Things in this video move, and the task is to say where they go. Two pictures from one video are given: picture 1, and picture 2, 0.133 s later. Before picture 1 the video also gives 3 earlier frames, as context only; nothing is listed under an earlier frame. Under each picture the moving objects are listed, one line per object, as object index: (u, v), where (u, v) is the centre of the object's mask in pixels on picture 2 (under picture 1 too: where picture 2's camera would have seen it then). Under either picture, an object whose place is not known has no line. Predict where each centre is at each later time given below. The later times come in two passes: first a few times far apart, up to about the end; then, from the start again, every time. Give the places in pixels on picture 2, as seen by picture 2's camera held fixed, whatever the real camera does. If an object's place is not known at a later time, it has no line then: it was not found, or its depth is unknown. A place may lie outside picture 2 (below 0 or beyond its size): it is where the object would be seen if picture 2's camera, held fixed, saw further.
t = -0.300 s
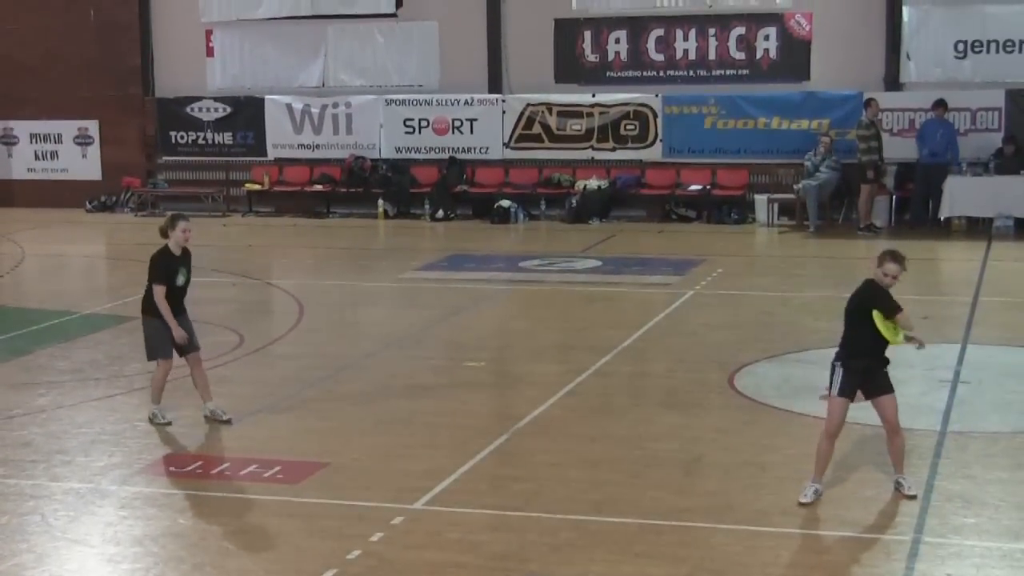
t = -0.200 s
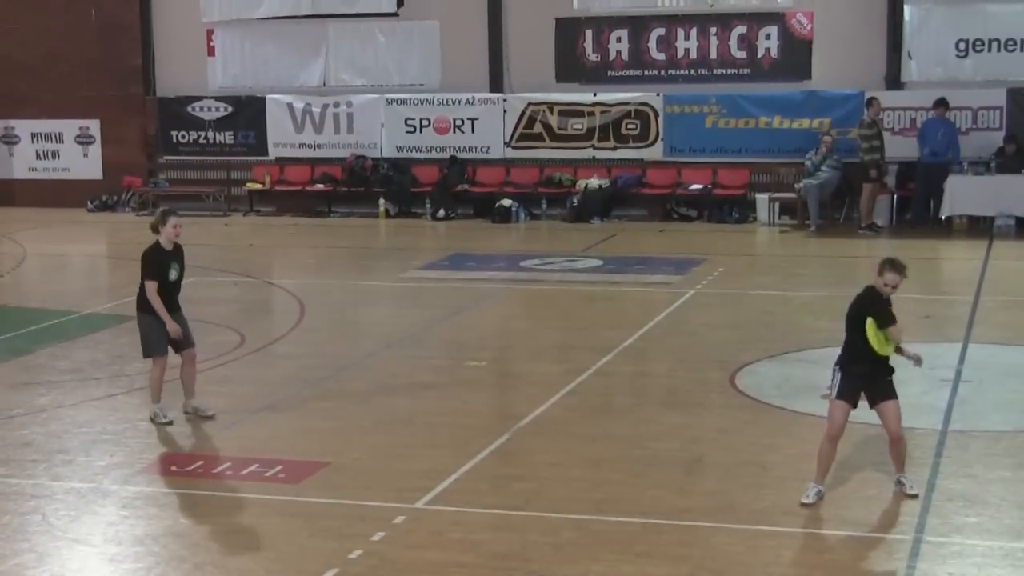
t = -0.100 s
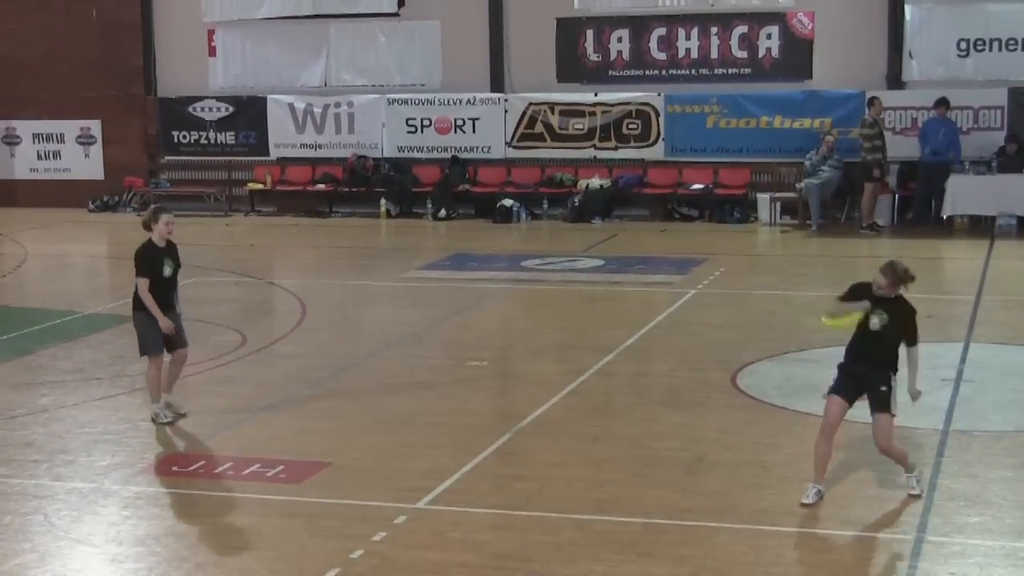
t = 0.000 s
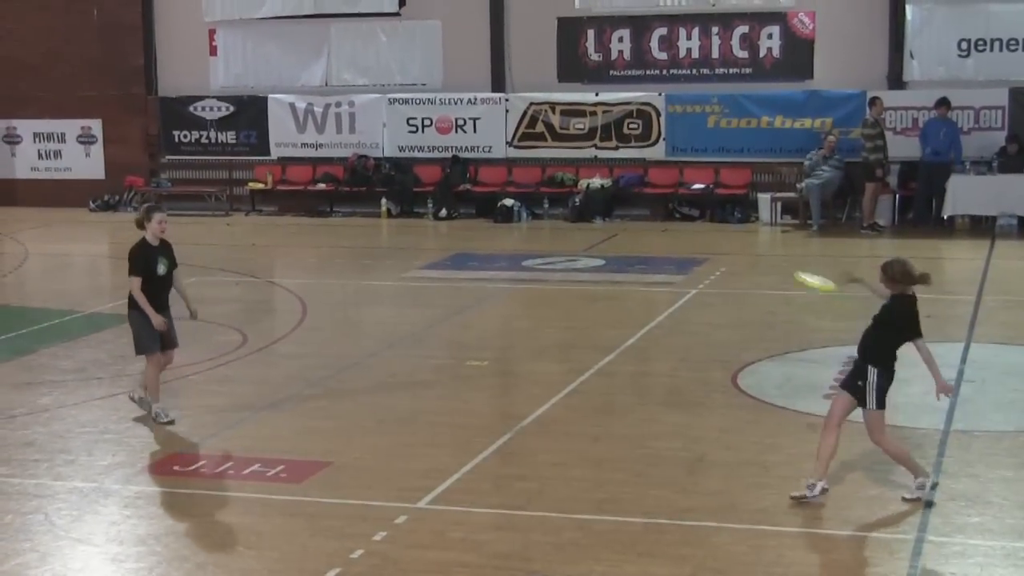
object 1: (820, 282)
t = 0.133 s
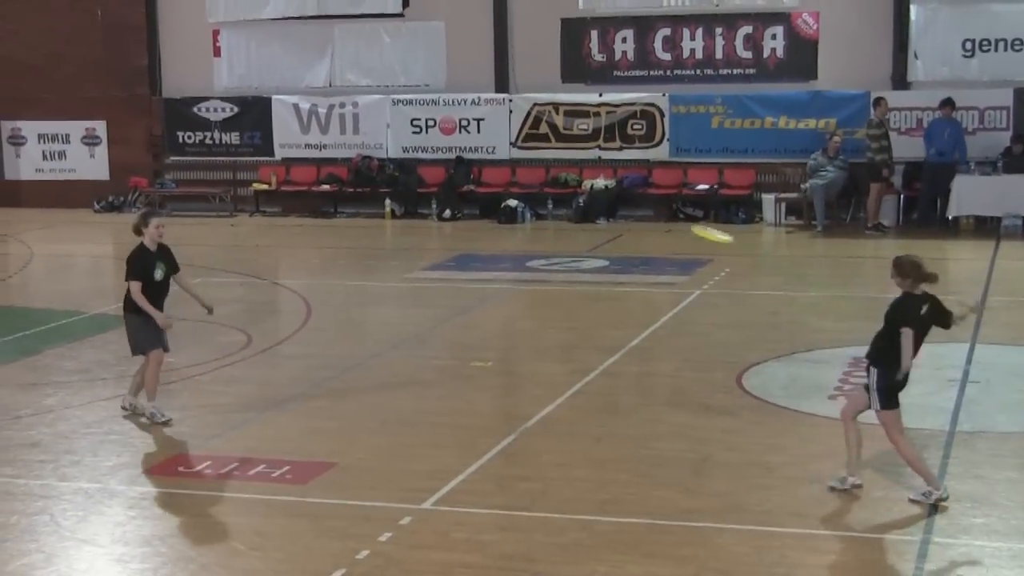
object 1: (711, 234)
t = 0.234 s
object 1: (635, 215)
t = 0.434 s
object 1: (498, 207)
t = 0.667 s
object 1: (364, 226)
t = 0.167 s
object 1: (686, 226)
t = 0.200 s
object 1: (661, 220)
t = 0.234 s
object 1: (635, 215)
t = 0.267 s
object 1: (611, 212)
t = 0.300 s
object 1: (587, 209)
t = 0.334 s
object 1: (564, 207)
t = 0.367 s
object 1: (542, 206)
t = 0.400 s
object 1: (518, 206)
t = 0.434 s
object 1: (498, 207)
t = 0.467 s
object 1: (477, 208)
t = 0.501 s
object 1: (457, 210)
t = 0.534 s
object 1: (437, 212)
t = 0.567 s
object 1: (417, 215)
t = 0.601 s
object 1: (399, 219)
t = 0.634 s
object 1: (381, 222)
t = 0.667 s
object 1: (364, 226)
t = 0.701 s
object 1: (346, 231)
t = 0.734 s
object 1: (330, 236)
